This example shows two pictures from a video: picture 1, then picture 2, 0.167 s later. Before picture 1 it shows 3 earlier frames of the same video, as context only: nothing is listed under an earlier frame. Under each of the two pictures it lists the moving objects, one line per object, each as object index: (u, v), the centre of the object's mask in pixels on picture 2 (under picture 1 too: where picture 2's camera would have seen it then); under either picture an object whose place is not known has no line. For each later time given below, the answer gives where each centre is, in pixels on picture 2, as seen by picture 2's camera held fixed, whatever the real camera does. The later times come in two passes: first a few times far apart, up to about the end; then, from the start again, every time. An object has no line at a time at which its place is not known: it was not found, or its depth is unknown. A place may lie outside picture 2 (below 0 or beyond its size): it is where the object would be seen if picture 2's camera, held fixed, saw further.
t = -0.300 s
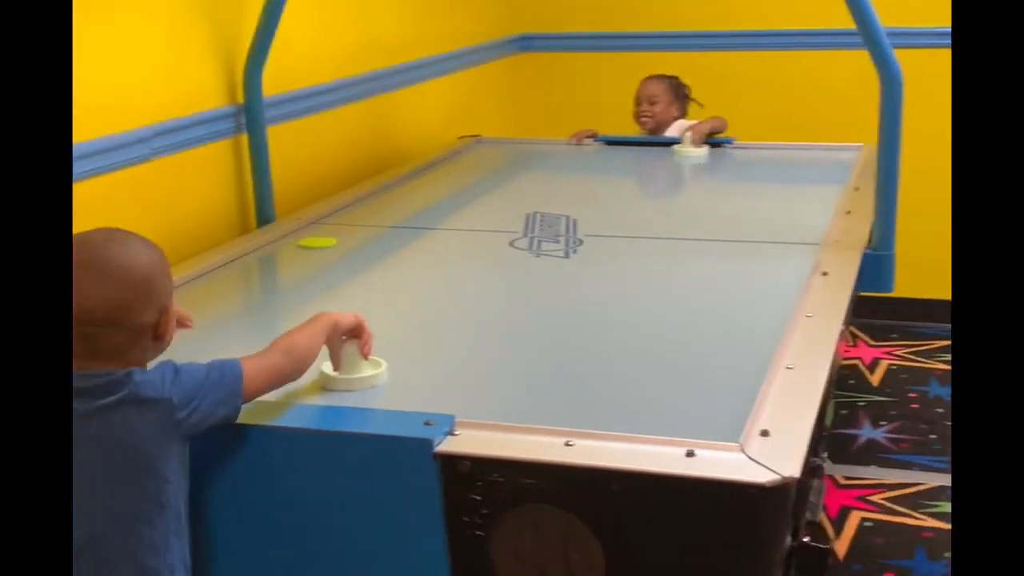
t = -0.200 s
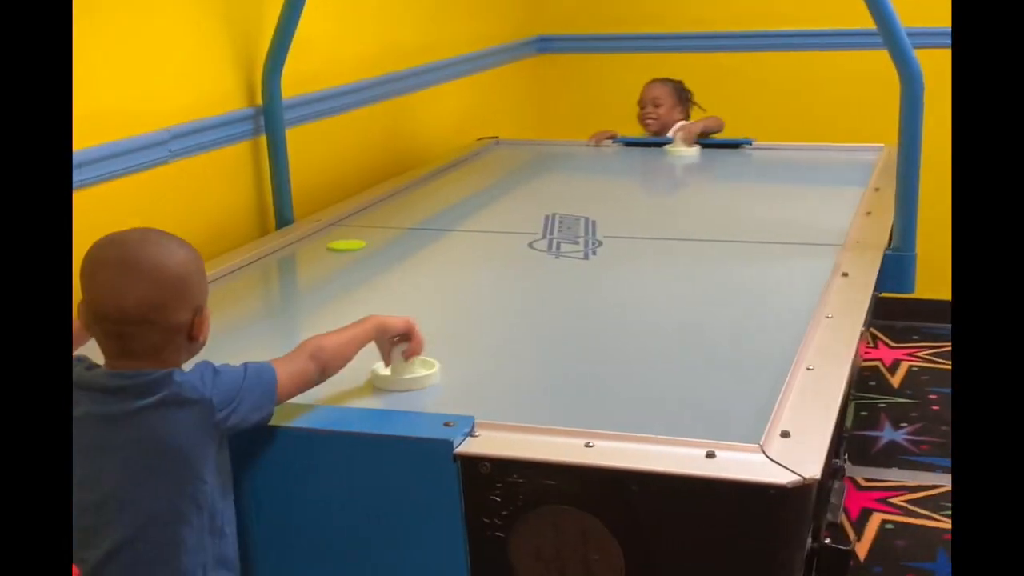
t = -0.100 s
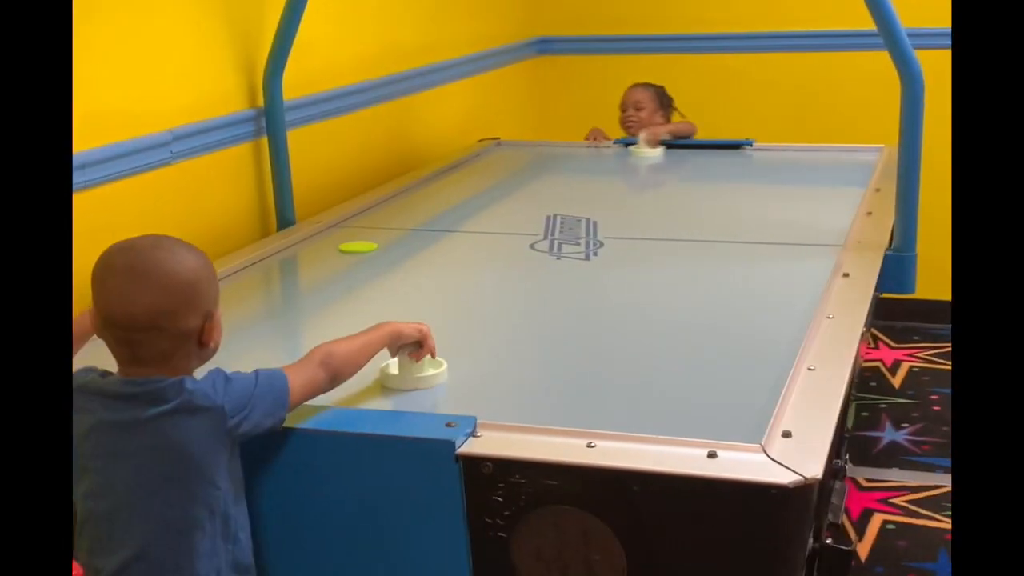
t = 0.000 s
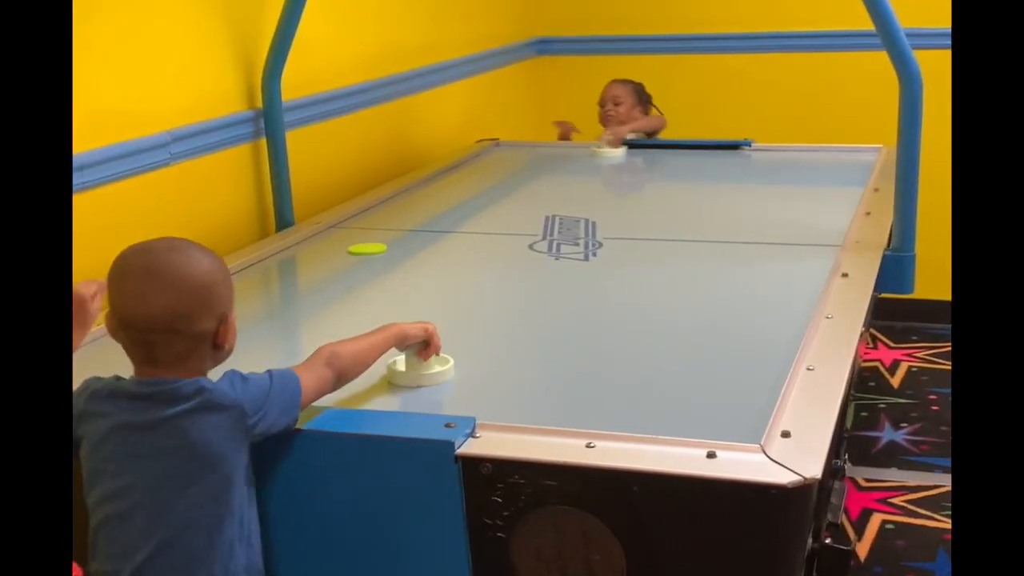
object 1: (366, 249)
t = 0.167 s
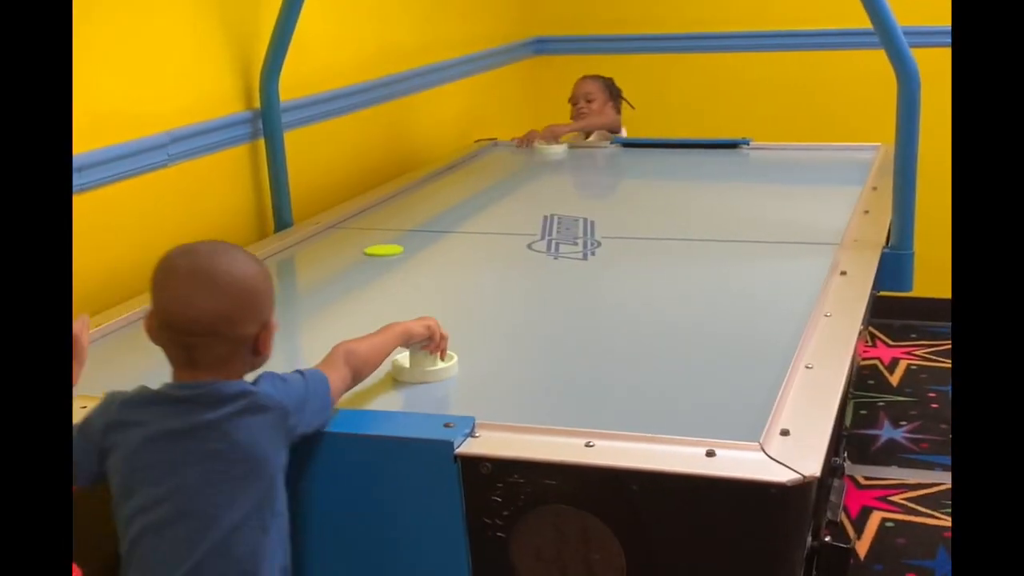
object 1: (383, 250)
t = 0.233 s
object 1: (391, 250)
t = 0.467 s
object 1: (417, 252)
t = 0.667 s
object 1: (442, 254)
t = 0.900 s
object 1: (471, 256)
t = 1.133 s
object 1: (501, 258)
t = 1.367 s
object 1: (533, 261)
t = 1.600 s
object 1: (567, 263)
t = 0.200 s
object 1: (387, 250)
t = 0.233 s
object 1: (391, 250)
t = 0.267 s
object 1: (394, 251)
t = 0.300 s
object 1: (398, 251)
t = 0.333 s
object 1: (402, 251)
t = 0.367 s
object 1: (405, 252)
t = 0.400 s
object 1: (409, 252)
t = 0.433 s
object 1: (413, 252)
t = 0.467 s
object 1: (417, 252)
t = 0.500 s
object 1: (421, 253)
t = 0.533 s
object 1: (425, 253)
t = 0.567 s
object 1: (429, 253)
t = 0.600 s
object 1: (433, 253)
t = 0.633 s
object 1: (437, 254)
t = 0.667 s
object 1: (442, 254)
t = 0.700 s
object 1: (445, 254)
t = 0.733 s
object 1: (450, 255)
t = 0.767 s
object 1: (453, 255)
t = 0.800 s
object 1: (458, 255)
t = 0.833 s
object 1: (462, 255)
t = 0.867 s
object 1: (466, 255)
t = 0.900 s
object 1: (471, 256)
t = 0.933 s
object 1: (474, 256)
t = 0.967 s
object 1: (479, 257)
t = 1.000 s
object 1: (483, 257)
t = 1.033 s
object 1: (488, 257)
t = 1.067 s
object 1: (492, 258)
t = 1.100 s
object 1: (497, 258)
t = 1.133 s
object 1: (501, 258)
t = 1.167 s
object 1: (506, 259)
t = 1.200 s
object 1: (510, 259)
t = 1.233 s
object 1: (515, 259)
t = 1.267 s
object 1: (519, 260)
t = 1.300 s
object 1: (524, 260)
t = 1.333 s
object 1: (528, 260)
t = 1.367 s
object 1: (533, 261)
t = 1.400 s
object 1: (538, 261)
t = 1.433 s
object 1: (542, 261)
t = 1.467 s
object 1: (547, 261)
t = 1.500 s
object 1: (552, 262)
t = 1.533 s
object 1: (557, 262)
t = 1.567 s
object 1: (562, 263)
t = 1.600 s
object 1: (567, 263)
